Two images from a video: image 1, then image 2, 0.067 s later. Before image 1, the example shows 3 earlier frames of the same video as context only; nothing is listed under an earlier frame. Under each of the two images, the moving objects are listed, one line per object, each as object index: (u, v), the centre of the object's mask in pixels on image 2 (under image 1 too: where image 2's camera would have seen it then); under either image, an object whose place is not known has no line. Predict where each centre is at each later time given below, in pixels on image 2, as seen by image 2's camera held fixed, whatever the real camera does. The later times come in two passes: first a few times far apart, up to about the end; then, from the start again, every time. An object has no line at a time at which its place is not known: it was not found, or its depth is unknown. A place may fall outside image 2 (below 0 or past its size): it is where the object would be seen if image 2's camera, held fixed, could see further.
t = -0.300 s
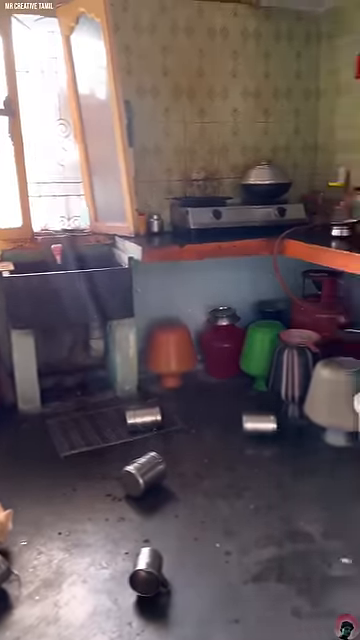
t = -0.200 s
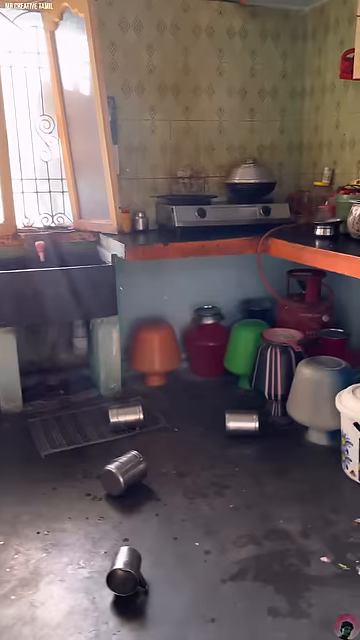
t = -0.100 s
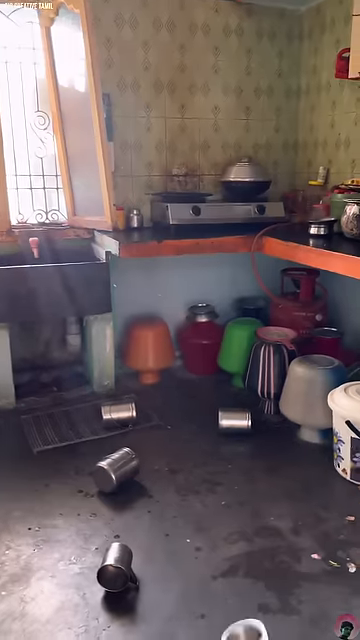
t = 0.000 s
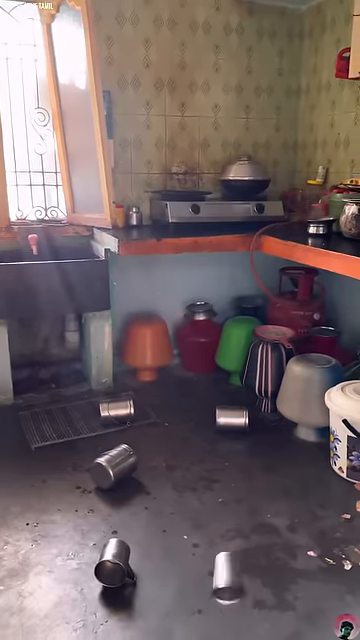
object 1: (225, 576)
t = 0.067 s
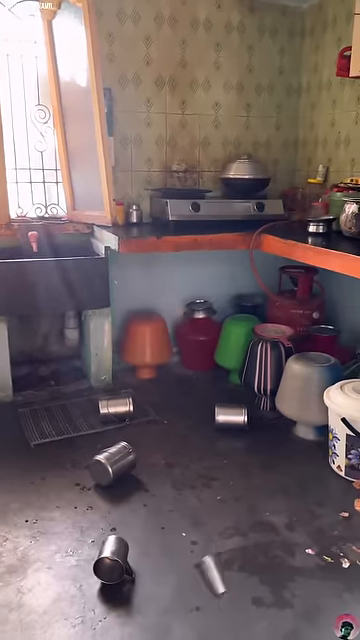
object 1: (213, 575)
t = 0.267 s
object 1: (211, 468)
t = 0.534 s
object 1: (242, 502)
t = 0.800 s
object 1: (296, 540)
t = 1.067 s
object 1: (307, 548)
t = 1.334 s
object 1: (308, 547)
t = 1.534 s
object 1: (308, 546)
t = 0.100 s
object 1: (206, 578)
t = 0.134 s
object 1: (208, 545)
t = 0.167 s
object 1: (212, 512)
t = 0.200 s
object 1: (214, 491)
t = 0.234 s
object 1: (212, 480)
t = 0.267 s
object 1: (211, 468)
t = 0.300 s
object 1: (215, 469)
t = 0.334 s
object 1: (218, 483)
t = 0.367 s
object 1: (216, 496)
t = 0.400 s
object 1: (220, 507)
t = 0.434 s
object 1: (227, 500)
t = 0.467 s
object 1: (231, 503)
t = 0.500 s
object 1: (236, 500)
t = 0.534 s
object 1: (242, 502)
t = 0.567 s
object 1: (247, 508)
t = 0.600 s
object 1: (253, 507)
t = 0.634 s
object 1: (256, 508)
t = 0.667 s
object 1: (261, 517)
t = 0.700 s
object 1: (270, 521)
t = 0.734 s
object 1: (277, 523)
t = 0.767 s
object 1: (291, 536)
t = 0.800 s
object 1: (296, 540)
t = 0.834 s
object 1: (300, 542)
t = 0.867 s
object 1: (302, 544)
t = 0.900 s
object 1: (304, 545)
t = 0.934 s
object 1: (305, 546)
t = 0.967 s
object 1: (306, 547)
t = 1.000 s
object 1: (306, 547)
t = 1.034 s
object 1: (307, 548)
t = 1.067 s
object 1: (307, 548)
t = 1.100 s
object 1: (308, 547)
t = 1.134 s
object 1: (308, 547)
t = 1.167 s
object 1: (308, 547)
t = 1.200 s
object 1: (308, 547)
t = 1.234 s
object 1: (308, 547)
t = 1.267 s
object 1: (308, 547)
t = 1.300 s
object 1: (308, 547)
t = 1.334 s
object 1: (308, 547)
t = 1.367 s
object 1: (308, 547)
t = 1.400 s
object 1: (308, 546)
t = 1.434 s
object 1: (308, 546)
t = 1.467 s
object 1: (308, 546)
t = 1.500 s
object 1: (308, 546)
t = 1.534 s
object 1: (308, 546)
